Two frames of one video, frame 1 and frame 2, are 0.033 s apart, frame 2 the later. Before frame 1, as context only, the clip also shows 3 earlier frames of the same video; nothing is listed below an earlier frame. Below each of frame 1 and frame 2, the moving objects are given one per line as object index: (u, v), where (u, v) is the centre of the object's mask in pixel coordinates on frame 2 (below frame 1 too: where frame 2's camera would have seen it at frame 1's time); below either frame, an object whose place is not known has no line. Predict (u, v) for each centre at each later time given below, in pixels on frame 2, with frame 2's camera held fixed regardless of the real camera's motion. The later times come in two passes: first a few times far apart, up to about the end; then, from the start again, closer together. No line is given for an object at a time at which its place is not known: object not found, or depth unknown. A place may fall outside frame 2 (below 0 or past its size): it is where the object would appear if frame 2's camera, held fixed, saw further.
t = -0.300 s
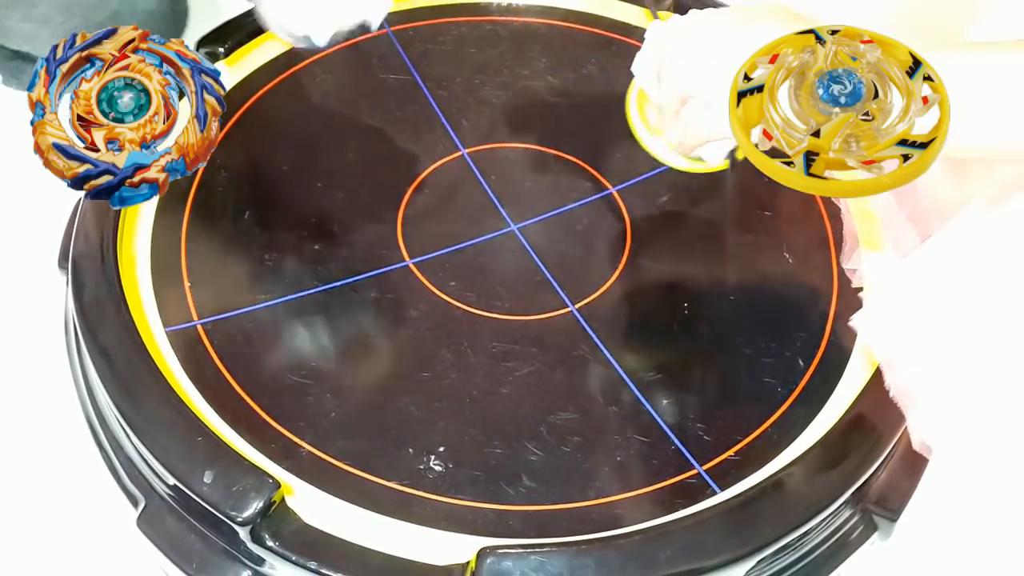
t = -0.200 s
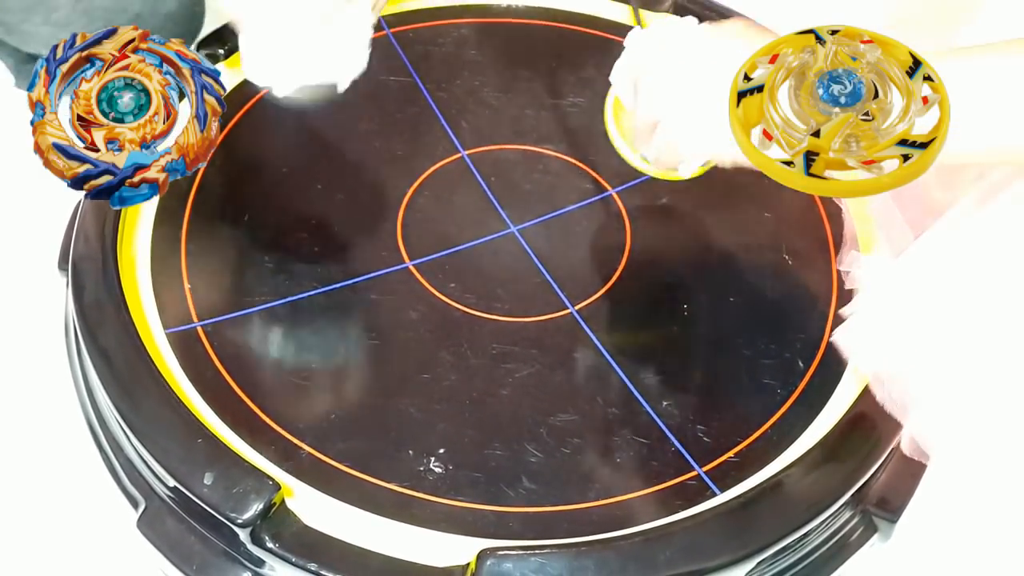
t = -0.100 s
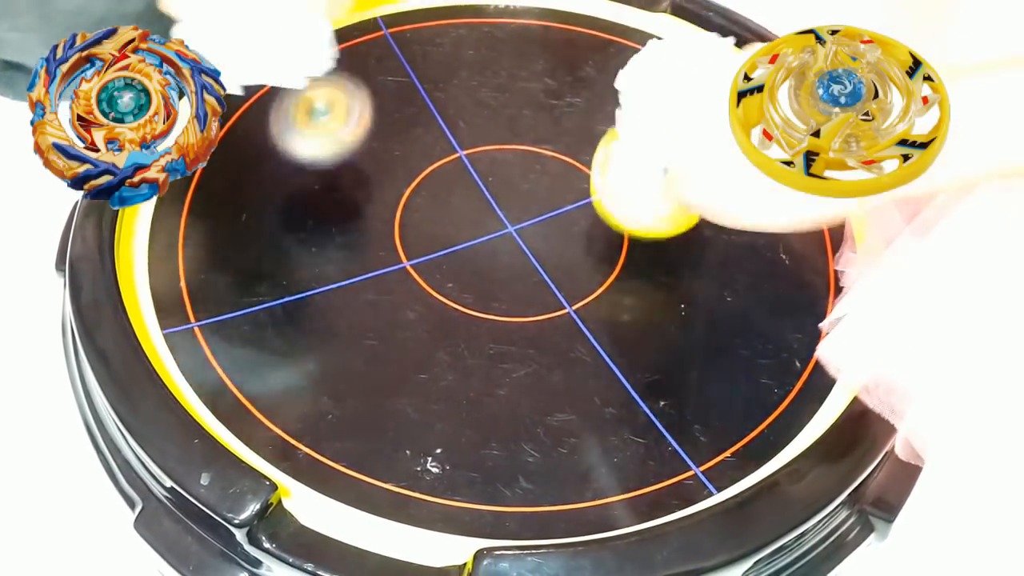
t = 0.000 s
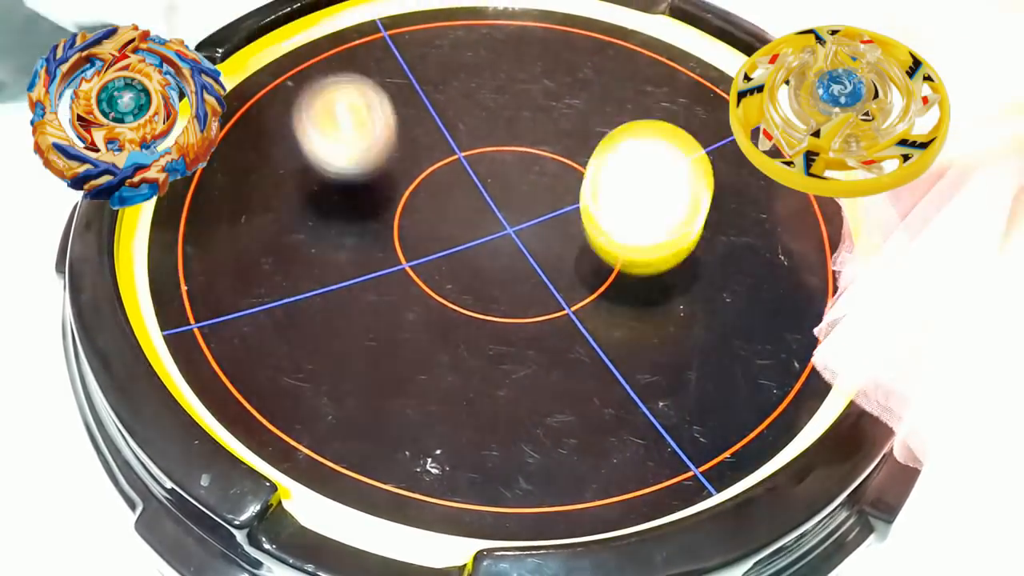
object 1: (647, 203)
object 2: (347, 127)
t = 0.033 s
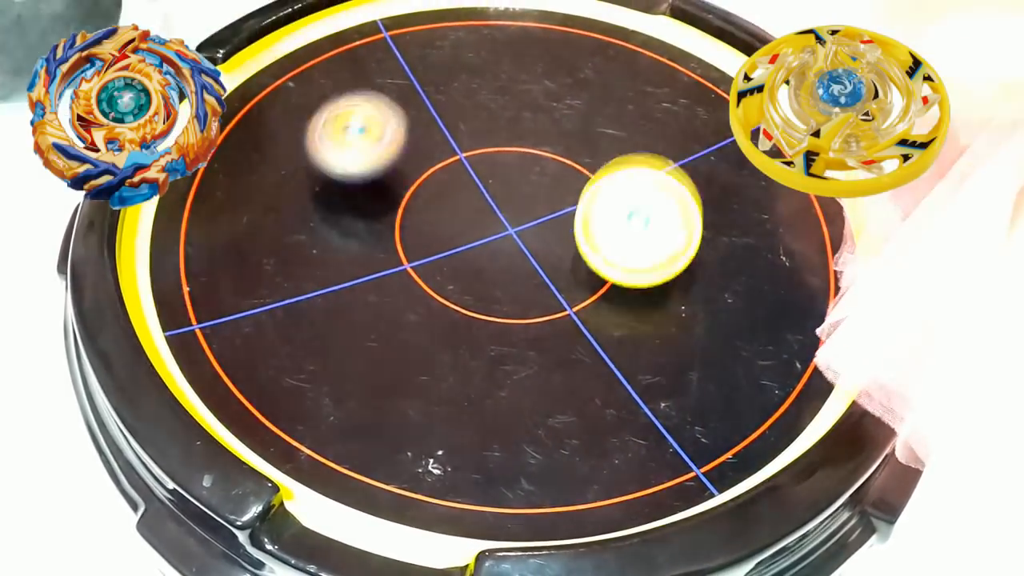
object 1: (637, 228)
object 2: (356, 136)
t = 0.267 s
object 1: (633, 279)
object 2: (409, 124)
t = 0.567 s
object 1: (677, 327)
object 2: (412, 106)
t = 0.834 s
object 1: (670, 323)
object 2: (417, 103)
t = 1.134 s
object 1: (646, 310)
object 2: (432, 110)
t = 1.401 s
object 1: (572, 251)
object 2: (457, 126)
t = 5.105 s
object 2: (470, 191)
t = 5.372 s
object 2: (480, 204)
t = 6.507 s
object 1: (582, 220)
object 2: (420, 211)
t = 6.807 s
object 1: (580, 217)
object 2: (431, 220)
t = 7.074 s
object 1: (578, 213)
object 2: (442, 214)
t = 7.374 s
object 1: (583, 209)
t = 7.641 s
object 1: (584, 209)
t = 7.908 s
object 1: (582, 209)
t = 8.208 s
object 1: (578, 207)
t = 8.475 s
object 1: (575, 202)
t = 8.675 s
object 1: (574, 201)
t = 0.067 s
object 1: (636, 235)
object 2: (364, 125)
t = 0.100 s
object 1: (632, 247)
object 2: (373, 131)
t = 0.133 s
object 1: (631, 250)
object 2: (382, 132)
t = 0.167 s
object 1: (631, 260)
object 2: (390, 125)
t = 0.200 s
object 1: (630, 267)
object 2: (399, 130)
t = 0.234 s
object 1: (631, 273)
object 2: (404, 123)
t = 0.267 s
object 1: (633, 279)
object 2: (409, 124)
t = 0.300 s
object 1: (638, 286)
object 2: (411, 122)
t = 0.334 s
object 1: (645, 292)
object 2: (411, 120)
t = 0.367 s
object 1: (653, 299)
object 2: (411, 117)
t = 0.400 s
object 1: (660, 306)
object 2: (411, 115)
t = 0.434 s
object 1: (666, 312)
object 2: (411, 112)
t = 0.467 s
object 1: (671, 318)
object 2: (411, 111)
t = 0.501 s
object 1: (674, 322)
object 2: (411, 109)
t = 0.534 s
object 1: (676, 326)
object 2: (412, 107)
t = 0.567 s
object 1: (677, 327)
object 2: (412, 106)
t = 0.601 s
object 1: (677, 329)
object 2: (413, 105)
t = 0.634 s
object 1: (676, 329)
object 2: (413, 104)
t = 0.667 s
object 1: (675, 329)
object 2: (413, 103)
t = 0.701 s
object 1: (675, 330)
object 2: (414, 103)
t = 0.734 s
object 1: (674, 327)
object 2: (414, 103)
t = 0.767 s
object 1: (672, 326)
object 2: (415, 103)
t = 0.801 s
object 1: (671, 324)
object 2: (416, 103)
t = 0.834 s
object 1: (670, 323)
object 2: (417, 103)
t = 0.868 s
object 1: (670, 321)
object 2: (418, 103)
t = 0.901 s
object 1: (668, 320)
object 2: (420, 104)
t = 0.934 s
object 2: (421, 104)
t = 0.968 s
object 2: (422, 105)
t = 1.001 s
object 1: (664, 317)
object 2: (424, 105)
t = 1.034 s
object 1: (661, 316)
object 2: (426, 106)
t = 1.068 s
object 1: (657, 314)
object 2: (427, 107)
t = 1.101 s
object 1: (652, 312)
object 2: (430, 108)
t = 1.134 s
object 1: (646, 310)
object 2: (432, 110)
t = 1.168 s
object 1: (639, 307)
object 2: (435, 111)
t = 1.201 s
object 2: (437, 113)
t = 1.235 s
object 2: (441, 115)
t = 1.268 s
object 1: (614, 289)
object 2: (444, 117)
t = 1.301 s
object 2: (447, 119)
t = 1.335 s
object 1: (594, 271)
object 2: (450, 121)
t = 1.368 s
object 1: (584, 262)
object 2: (453, 123)
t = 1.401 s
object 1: (572, 251)
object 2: (457, 126)
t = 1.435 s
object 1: (562, 241)
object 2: (462, 128)
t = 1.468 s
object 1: (553, 231)
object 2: (466, 130)
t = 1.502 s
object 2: (471, 133)
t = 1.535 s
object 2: (473, 135)
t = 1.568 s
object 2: (463, 129)
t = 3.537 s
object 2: (525, 139)
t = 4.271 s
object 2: (483, 159)
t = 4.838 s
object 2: (462, 175)
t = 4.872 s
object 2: (462, 177)
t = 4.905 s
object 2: (463, 179)
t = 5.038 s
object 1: (585, 204)
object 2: (467, 188)
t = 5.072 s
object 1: (585, 203)
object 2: (469, 189)
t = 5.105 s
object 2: (470, 191)
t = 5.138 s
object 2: (469, 194)
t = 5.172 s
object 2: (470, 195)
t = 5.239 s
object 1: (603, 207)
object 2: (472, 199)
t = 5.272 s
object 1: (606, 208)
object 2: (474, 200)
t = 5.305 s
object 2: (476, 201)
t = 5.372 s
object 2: (480, 204)
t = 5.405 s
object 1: (611, 212)
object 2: (481, 205)
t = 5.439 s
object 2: (481, 206)
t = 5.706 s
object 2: (493, 210)
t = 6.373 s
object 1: (583, 220)
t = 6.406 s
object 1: (583, 220)
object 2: (422, 208)
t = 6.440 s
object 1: (583, 220)
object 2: (421, 209)
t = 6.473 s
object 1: (583, 220)
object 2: (420, 210)
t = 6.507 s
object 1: (582, 220)
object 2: (420, 211)
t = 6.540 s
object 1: (583, 219)
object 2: (420, 212)
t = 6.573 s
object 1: (582, 219)
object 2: (420, 214)
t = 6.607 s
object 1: (582, 219)
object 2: (421, 215)
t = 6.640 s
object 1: (582, 219)
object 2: (421, 216)
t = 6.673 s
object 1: (582, 219)
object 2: (423, 217)
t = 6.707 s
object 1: (581, 218)
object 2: (424, 218)
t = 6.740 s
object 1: (581, 218)
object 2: (426, 219)
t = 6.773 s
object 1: (580, 217)
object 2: (428, 219)
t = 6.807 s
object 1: (580, 217)
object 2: (431, 220)
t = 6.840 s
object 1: (580, 217)
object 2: (432, 220)
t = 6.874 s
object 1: (580, 216)
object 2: (431, 219)
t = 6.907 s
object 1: (579, 216)
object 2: (432, 218)
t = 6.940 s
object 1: (578, 215)
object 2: (433, 218)
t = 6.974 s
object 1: (578, 215)
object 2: (433, 217)
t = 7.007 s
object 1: (578, 214)
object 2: (435, 216)
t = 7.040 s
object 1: (578, 213)
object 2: (438, 215)
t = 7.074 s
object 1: (578, 213)
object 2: (442, 214)
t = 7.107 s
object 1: (578, 212)
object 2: (446, 213)
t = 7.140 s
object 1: (578, 211)
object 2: (450, 211)
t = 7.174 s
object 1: (576, 213)
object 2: (454, 210)
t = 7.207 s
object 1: (578, 210)
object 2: (457, 208)
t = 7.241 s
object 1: (578, 209)
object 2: (461, 206)
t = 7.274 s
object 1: (577, 209)
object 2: (464, 203)
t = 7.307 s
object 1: (578, 211)
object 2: (466, 201)
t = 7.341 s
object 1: (583, 209)
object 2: (464, 199)
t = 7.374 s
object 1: (583, 209)
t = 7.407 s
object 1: (583, 209)
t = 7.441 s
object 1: (583, 209)
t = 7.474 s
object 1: (582, 211)
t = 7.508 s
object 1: (582, 211)
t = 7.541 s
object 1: (584, 209)
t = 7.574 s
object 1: (584, 209)
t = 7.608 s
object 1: (584, 209)
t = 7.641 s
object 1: (584, 209)
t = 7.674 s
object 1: (583, 209)
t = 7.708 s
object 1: (583, 209)
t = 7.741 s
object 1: (583, 209)
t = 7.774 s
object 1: (583, 209)
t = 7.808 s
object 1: (583, 209)
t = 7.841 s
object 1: (583, 209)
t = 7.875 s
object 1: (582, 209)
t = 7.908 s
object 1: (582, 209)
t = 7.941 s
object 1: (582, 210)
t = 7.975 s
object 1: (581, 210)
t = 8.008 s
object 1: (581, 209)
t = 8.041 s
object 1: (581, 209)
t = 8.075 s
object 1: (581, 209)
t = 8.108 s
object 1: (580, 209)
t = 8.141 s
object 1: (580, 208)
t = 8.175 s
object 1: (580, 208)
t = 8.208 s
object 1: (578, 207)
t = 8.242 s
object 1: (578, 206)
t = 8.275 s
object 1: (578, 206)
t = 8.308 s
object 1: (577, 206)
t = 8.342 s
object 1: (576, 205)
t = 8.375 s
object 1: (576, 204)
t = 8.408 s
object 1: (575, 204)
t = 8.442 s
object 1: (575, 203)
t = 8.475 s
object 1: (575, 202)
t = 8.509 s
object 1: (575, 202)
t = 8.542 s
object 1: (574, 203)
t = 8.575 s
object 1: (574, 202)
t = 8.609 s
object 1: (575, 200)
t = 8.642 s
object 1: (575, 199)
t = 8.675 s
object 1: (574, 201)
